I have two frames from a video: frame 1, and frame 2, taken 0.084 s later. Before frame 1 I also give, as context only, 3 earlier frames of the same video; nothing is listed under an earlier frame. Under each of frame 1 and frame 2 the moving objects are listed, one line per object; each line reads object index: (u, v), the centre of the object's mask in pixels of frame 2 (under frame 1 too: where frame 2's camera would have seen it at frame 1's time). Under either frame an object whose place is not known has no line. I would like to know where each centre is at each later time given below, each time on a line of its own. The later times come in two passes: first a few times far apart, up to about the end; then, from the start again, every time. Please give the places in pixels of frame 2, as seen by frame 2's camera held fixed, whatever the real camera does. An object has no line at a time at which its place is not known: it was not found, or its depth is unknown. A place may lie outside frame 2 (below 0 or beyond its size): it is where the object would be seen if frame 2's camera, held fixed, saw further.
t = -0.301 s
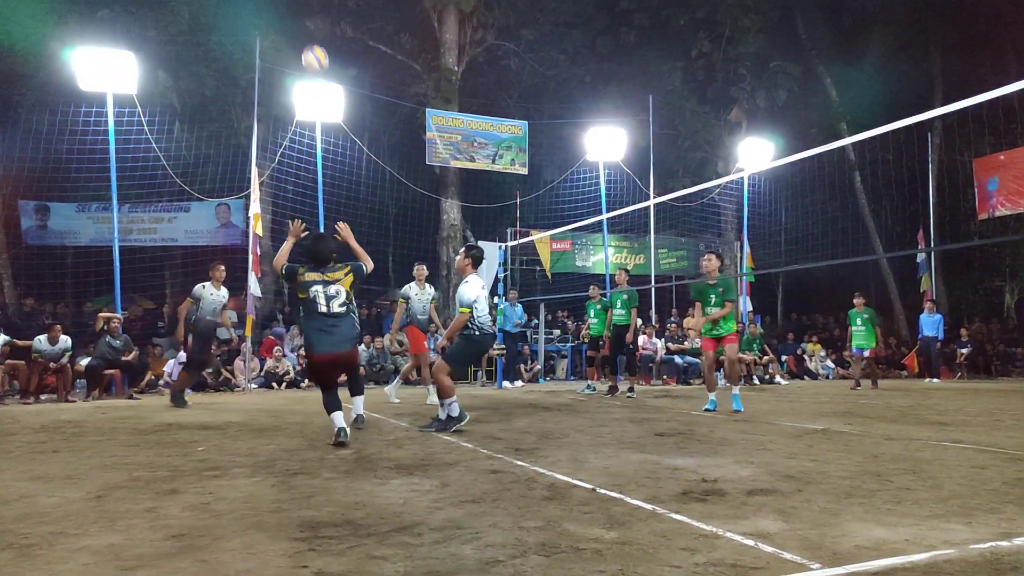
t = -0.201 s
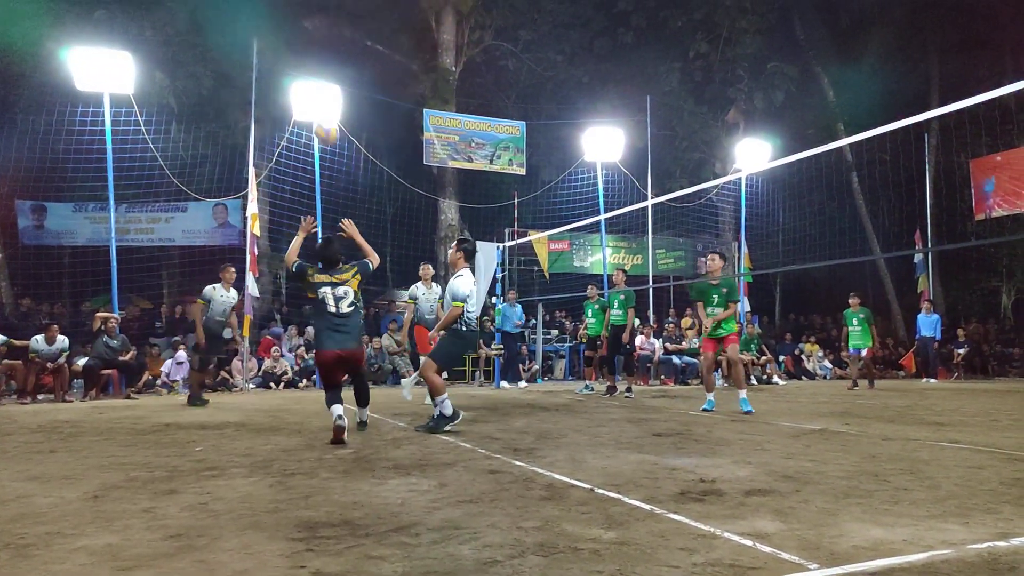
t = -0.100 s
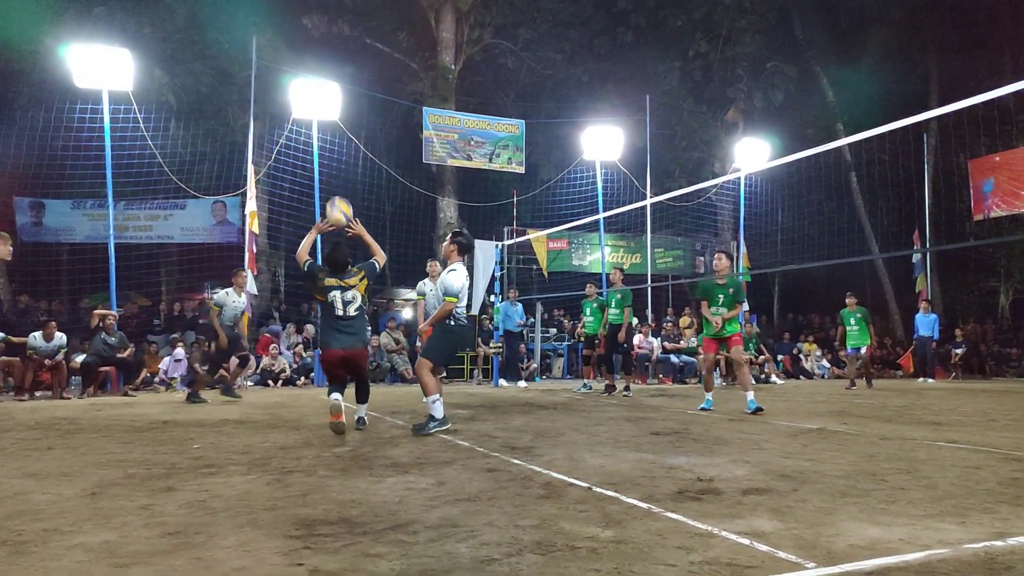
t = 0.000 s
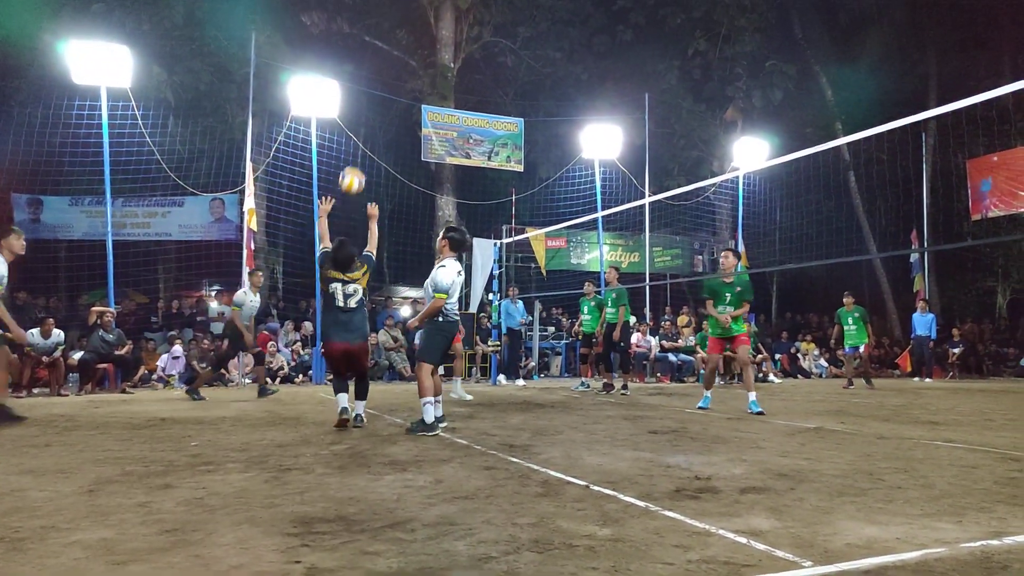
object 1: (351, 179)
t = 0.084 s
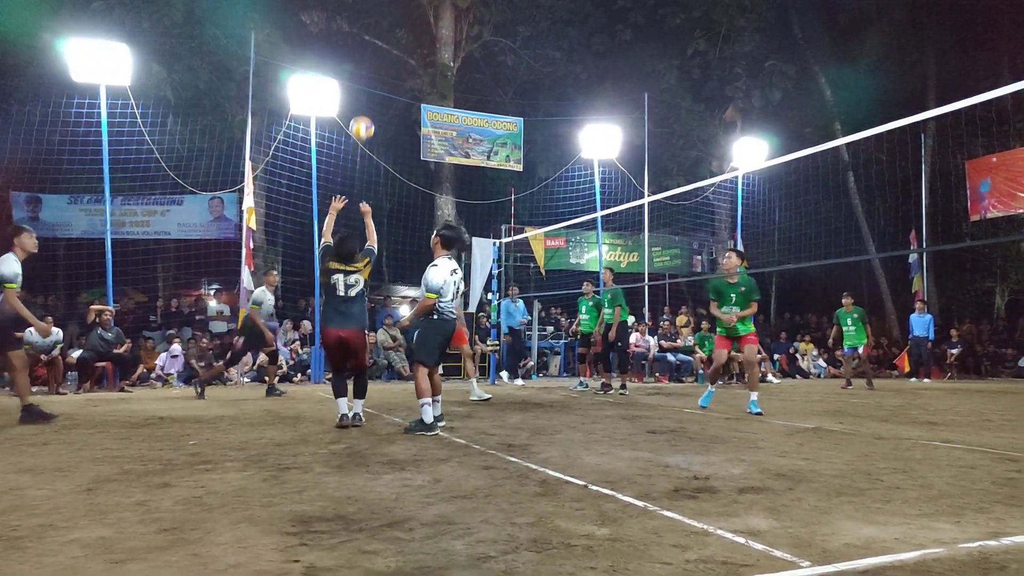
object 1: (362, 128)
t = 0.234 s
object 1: (377, 68)
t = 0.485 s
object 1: (397, 31)
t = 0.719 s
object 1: (412, 46)
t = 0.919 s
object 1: (422, 89)
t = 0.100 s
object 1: (363, 119)
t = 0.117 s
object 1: (365, 111)
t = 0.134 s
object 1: (367, 104)
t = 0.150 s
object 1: (369, 97)
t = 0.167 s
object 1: (371, 91)
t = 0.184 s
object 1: (372, 84)
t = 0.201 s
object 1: (374, 79)
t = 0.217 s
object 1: (375, 73)
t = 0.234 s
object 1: (377, 68)
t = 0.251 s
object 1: (378, 63)
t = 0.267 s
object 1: (380, 59)
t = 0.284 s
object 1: (382, 55)
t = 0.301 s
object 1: (383, 52)
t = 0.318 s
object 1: (384, 48)
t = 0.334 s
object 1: (386, 46)
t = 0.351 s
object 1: (387, 43)
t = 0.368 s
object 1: (388, 40)
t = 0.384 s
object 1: (390, 38)
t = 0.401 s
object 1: (391, 37)
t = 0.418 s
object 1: (392, 35)
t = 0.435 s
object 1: (393, 34)
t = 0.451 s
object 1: (395, 33)
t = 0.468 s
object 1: (396, 32)
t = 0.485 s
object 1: (397, 31)
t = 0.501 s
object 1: (398, 31)
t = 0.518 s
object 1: (400, 31)
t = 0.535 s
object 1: (401, 31)
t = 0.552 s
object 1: (402, 31)
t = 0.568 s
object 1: (403, 32)
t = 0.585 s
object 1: (404, 32)
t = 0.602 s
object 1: (405, 33)
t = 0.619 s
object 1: (406, 35)
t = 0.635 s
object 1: (407, 36)
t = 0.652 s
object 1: (408, 38)
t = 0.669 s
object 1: (409, 40)
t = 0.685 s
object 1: (410, 42)
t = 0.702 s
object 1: (411, 44)
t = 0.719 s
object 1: (412, 46)
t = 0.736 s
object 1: (413, 49)
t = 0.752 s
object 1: (414, 52)
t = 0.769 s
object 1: (415, 55)
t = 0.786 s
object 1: (416, 58)
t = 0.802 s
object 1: (417, 61)
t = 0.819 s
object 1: (417, 65)
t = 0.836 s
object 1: (418, 68)
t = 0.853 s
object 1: (419, 72)
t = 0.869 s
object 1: (420, 76)
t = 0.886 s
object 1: (420, 80)
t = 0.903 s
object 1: (421, 85)
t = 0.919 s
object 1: (422, 89)
